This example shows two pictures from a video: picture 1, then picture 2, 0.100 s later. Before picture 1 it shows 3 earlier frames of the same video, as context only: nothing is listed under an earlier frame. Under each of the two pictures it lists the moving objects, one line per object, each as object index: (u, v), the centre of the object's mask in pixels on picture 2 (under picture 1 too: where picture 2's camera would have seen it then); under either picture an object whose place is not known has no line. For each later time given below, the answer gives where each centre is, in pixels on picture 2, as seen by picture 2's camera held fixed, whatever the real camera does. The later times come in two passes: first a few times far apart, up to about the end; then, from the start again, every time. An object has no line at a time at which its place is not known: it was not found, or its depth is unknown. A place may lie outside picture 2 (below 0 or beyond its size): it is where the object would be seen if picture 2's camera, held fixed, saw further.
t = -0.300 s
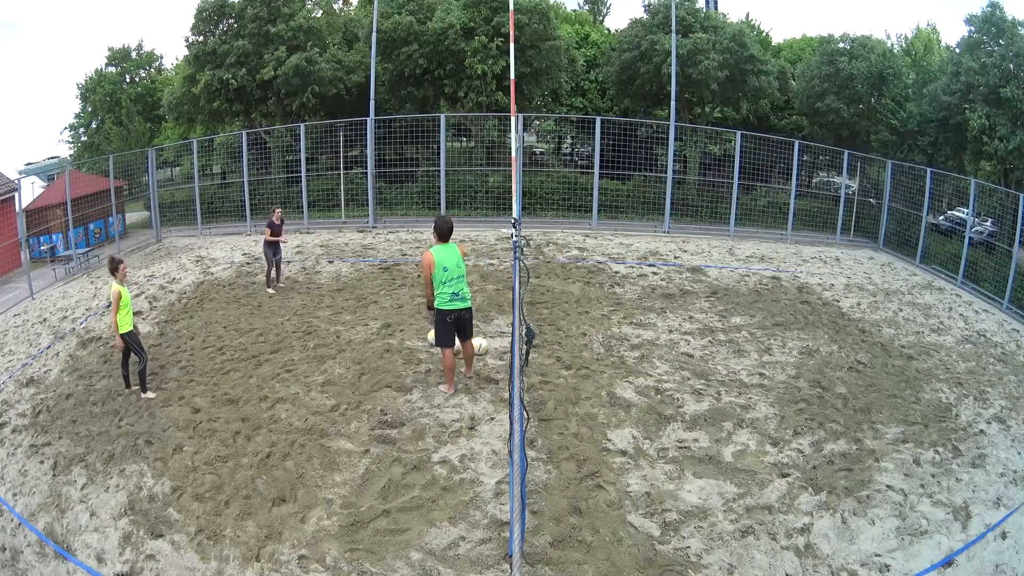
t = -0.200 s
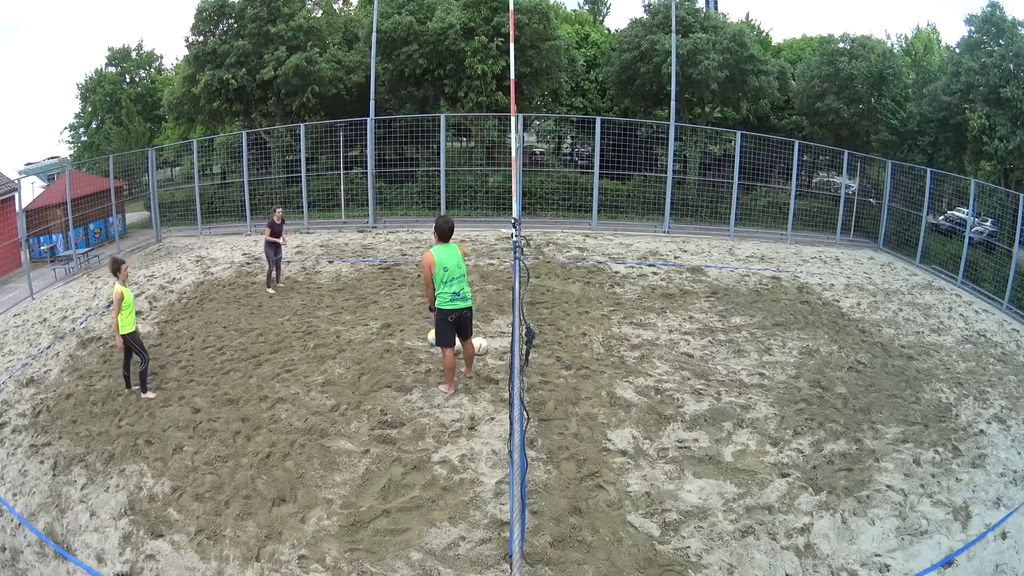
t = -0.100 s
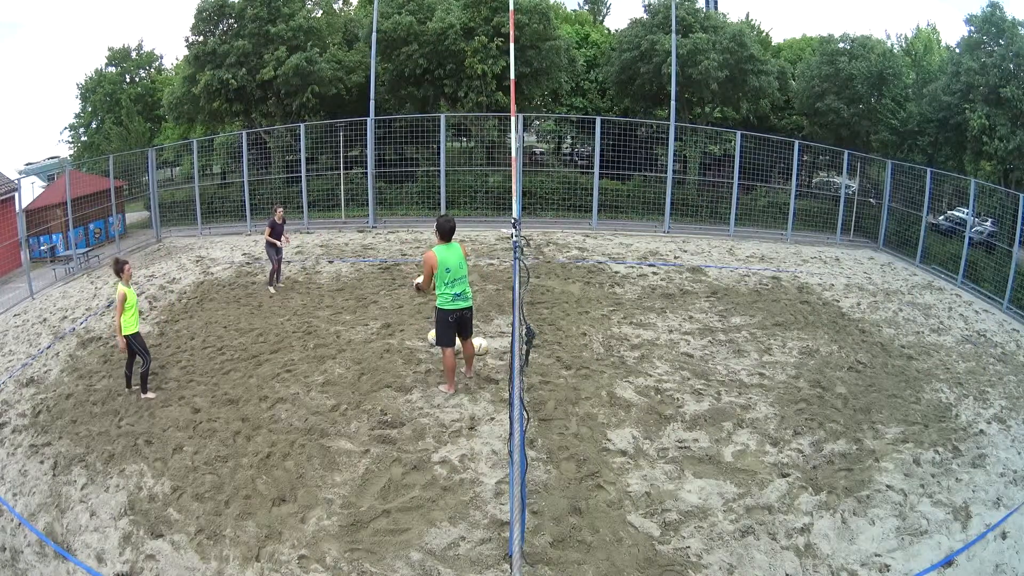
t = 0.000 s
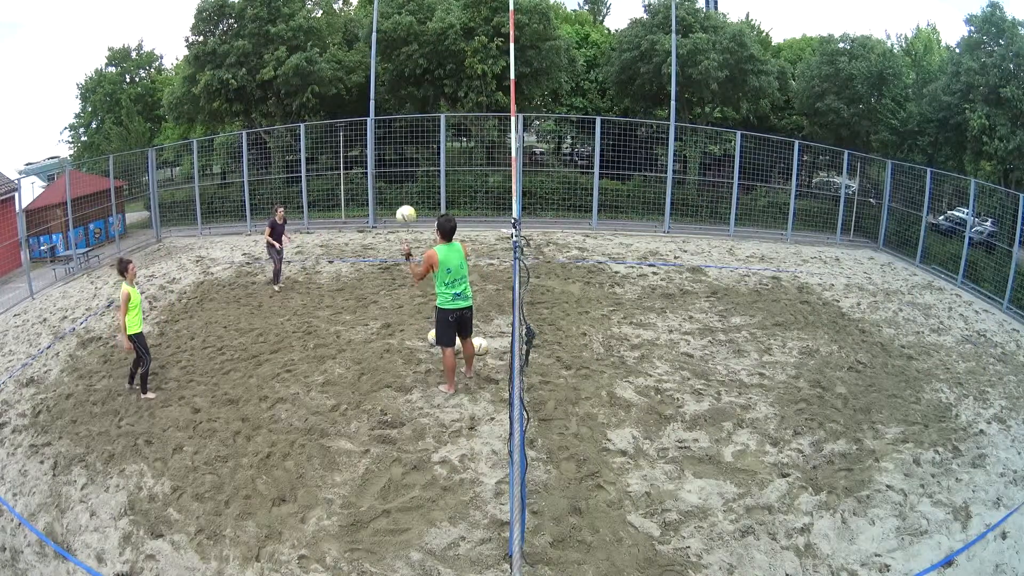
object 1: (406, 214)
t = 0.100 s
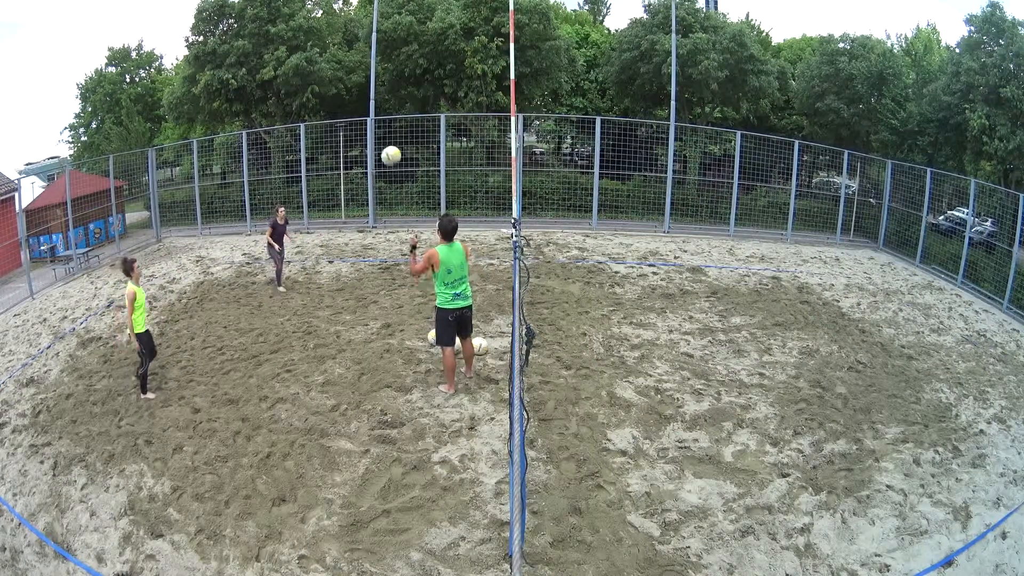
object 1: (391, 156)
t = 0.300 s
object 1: (367, 76)
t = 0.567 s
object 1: (340, 35)
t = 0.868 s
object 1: (313, 52)
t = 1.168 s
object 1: (291, 122)
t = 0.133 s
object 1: (386, 139)
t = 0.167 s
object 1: (383, 123)
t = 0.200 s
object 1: (378, 109)
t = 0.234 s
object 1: (374, 96)
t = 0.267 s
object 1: (371, 86)
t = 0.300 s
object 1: (367, 76)
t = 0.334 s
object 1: (363, 67)
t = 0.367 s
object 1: (360, 59)
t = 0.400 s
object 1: (357, 52)
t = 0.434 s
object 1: (353, 47)
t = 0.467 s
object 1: (350, 43)
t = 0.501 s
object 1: (347, 39)
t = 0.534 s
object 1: (343, 37)
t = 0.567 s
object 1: (340, 35)
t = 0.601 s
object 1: (337, 34)
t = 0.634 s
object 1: (334, 34)
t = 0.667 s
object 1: (331, 35)
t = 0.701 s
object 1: (328, 35)
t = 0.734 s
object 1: (325, 37)
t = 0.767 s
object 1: (322, 40)
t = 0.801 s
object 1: (319, 43)
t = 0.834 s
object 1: (316, 46)
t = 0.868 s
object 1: (313, 52)
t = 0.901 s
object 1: (310, 57)
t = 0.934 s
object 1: (308, 63)
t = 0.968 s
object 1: (305, 70)
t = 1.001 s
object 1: (303, 77)
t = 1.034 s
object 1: (300, 85)
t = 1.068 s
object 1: (298, 94)
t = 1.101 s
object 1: (295, 103)
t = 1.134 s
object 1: (293, 112)
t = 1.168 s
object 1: (291, 122)
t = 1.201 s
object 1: (289, 132)
